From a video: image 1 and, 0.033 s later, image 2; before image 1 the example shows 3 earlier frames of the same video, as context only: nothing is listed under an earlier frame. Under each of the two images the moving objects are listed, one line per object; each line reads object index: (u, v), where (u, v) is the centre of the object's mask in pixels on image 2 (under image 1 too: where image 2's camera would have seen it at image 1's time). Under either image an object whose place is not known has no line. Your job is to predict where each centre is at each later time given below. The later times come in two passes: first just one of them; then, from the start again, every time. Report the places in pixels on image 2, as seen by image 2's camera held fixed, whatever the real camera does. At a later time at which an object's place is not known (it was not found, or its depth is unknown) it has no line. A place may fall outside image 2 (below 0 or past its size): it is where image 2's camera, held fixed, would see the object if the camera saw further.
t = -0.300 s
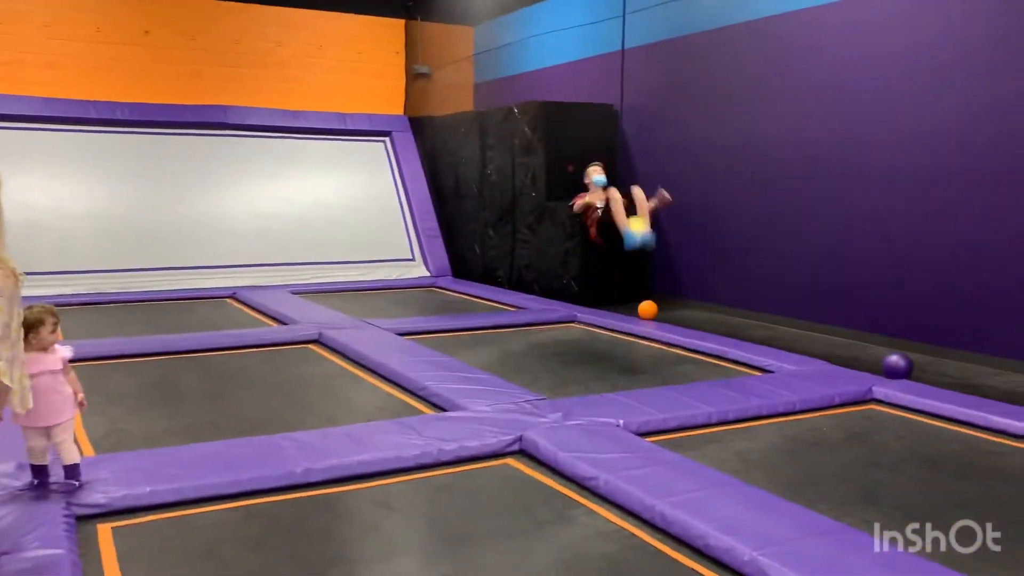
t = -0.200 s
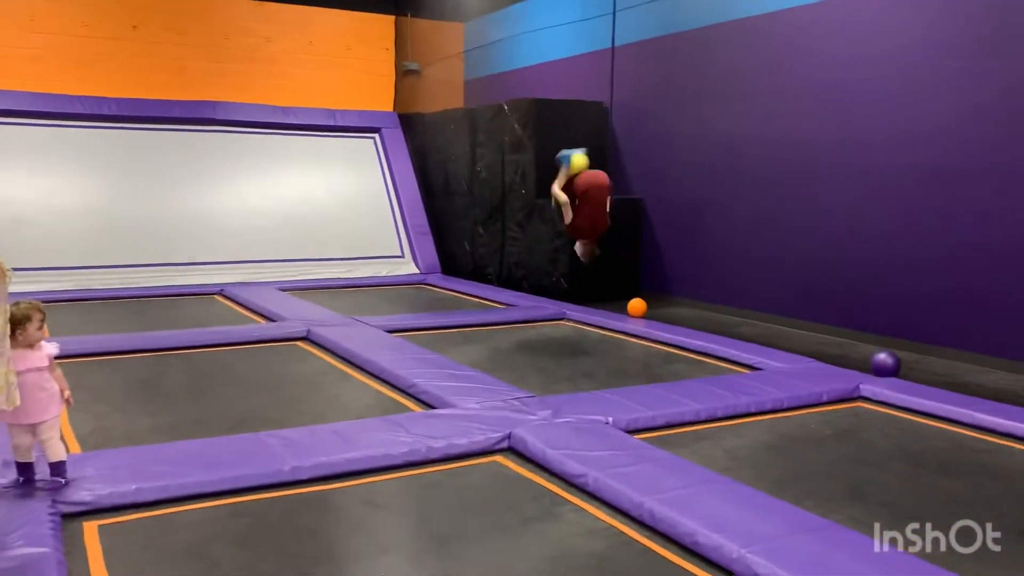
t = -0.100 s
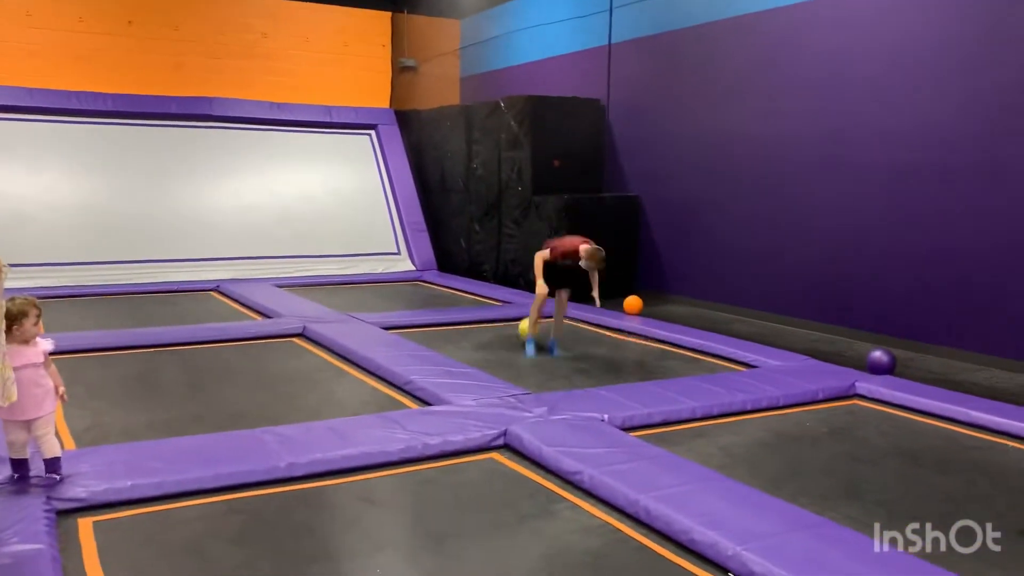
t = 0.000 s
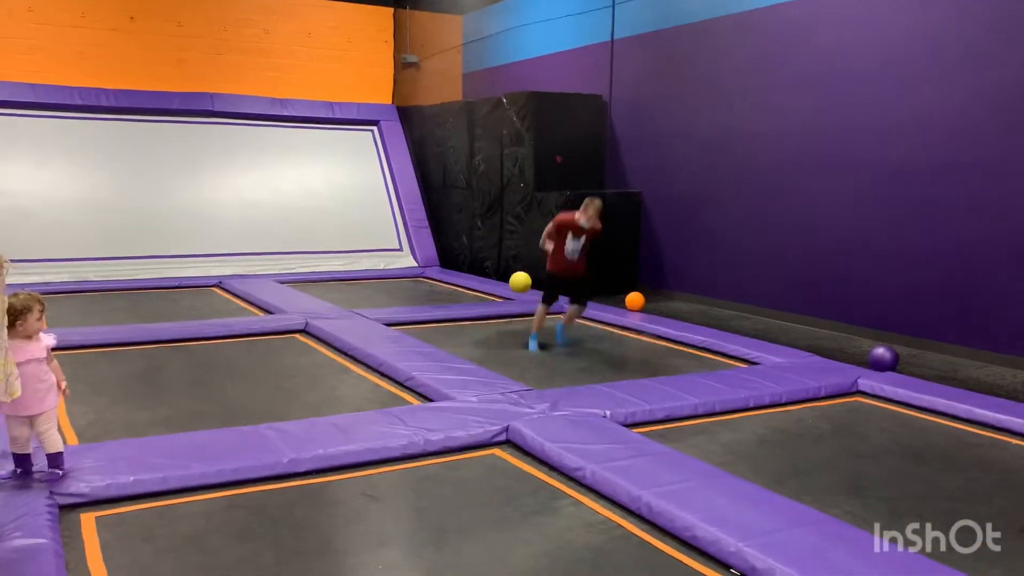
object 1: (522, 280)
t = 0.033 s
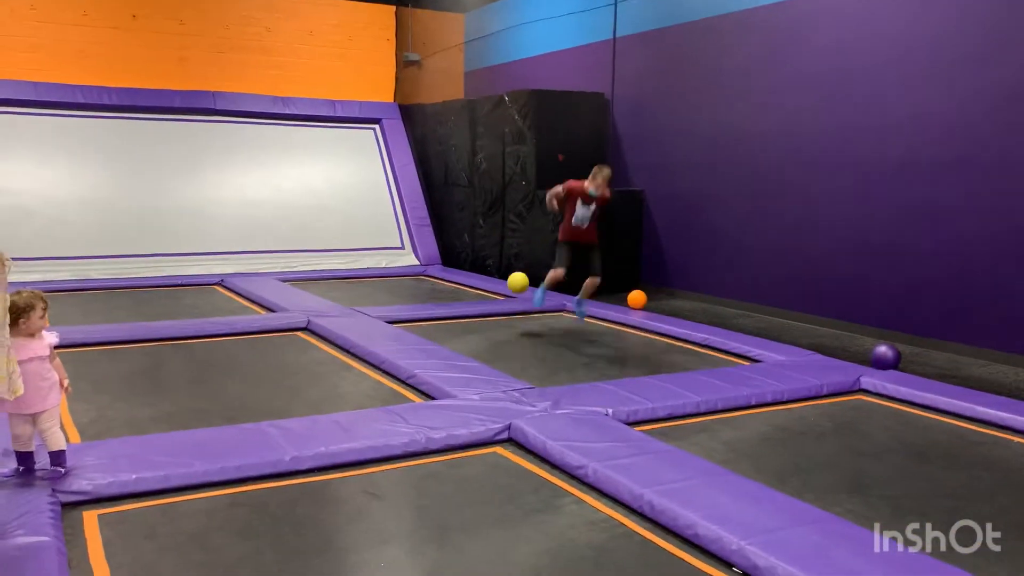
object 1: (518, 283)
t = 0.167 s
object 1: (501, 304)
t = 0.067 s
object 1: (513, 295)
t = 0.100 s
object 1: (510, 308)
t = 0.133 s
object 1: (506, 313)
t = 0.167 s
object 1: (501, 304)
